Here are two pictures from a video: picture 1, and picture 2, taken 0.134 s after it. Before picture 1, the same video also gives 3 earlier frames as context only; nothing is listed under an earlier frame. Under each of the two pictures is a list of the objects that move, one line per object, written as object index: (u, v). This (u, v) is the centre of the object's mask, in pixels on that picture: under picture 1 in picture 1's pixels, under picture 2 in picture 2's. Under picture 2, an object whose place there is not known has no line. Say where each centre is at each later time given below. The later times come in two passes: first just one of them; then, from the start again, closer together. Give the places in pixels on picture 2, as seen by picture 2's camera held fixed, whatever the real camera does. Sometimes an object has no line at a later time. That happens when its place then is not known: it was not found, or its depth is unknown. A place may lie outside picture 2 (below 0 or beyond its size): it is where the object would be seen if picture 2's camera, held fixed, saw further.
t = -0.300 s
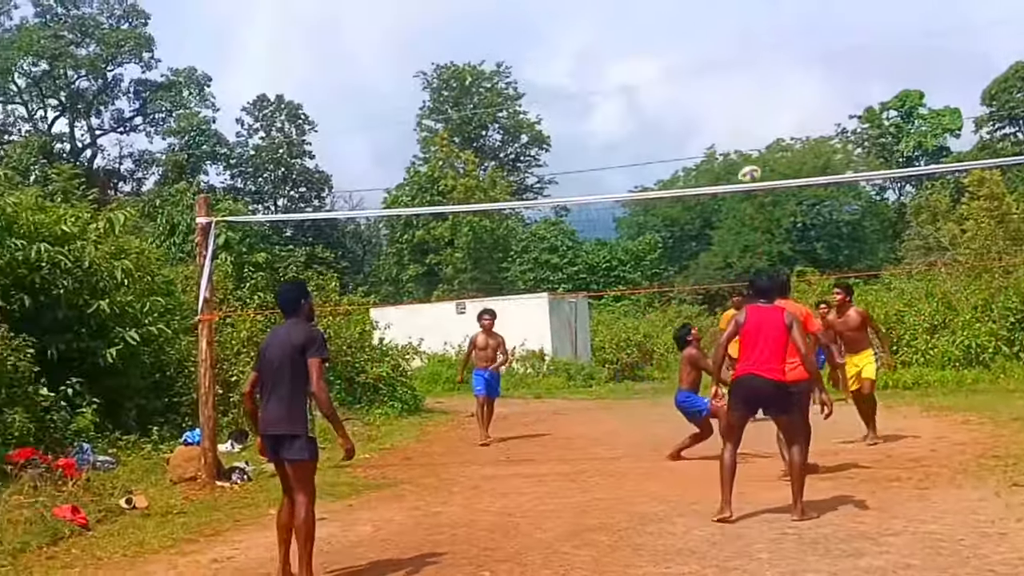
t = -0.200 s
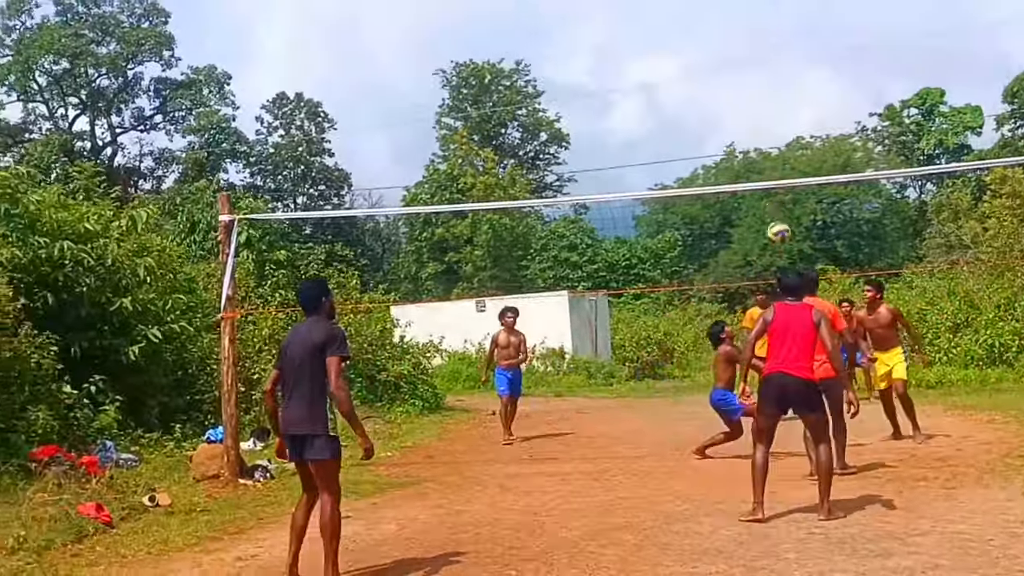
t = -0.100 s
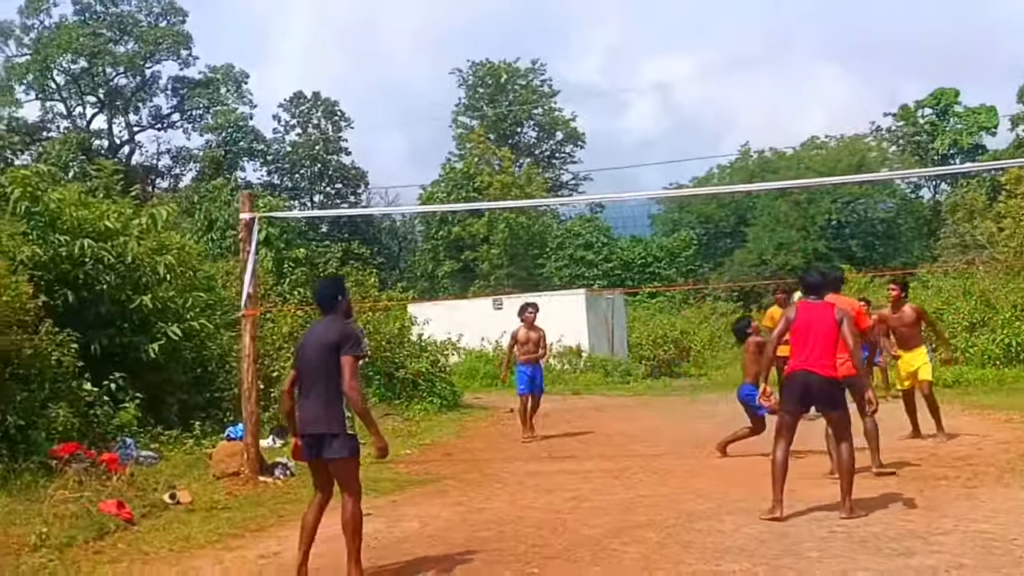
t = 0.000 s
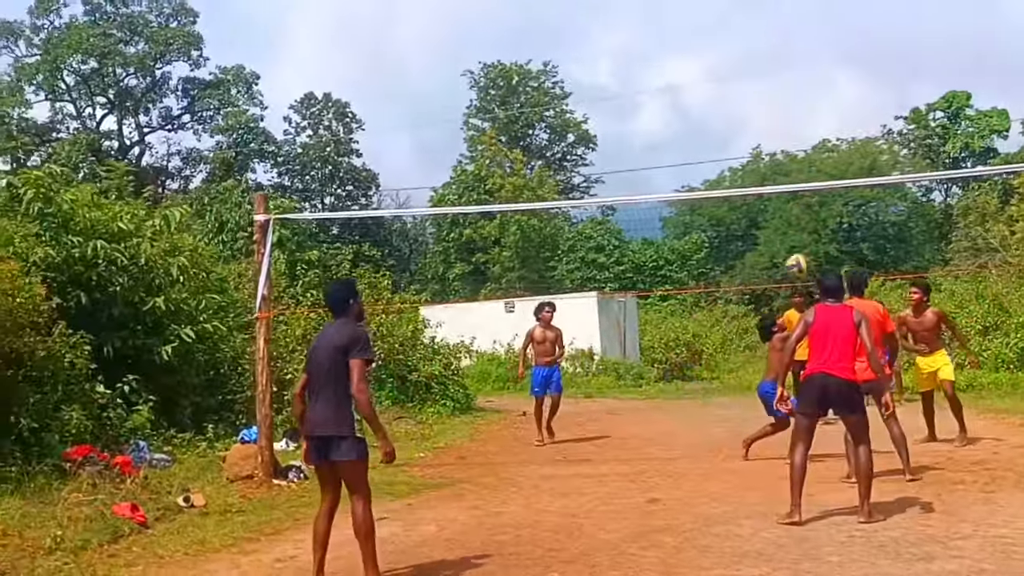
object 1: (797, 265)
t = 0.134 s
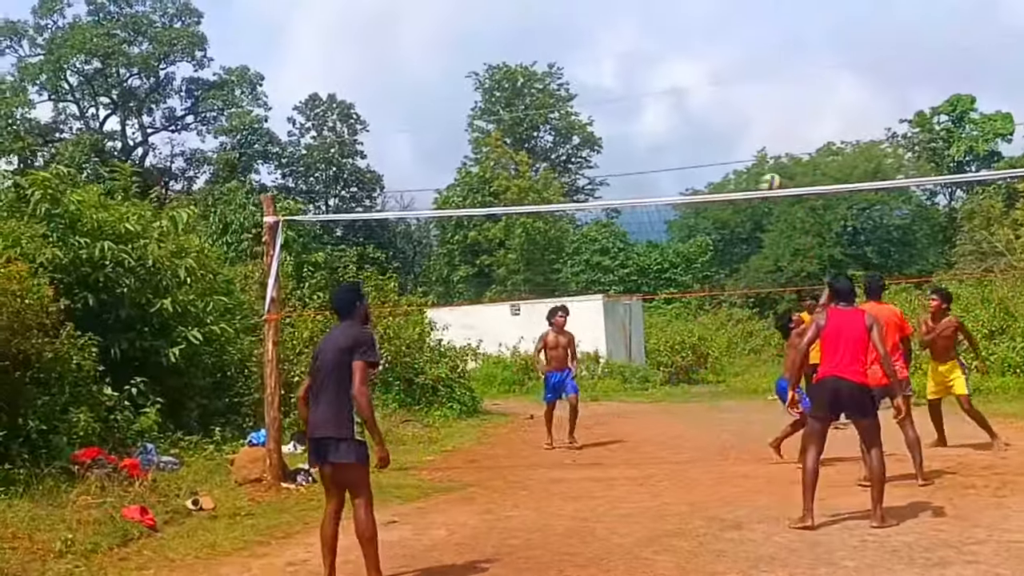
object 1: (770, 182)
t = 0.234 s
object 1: (747, 136)
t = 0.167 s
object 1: (762, 165)
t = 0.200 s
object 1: (755, 150)
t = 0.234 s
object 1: (747, 136)
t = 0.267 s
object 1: (739, 121)
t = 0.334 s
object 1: (723, 98)
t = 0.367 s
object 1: (715, 85)
